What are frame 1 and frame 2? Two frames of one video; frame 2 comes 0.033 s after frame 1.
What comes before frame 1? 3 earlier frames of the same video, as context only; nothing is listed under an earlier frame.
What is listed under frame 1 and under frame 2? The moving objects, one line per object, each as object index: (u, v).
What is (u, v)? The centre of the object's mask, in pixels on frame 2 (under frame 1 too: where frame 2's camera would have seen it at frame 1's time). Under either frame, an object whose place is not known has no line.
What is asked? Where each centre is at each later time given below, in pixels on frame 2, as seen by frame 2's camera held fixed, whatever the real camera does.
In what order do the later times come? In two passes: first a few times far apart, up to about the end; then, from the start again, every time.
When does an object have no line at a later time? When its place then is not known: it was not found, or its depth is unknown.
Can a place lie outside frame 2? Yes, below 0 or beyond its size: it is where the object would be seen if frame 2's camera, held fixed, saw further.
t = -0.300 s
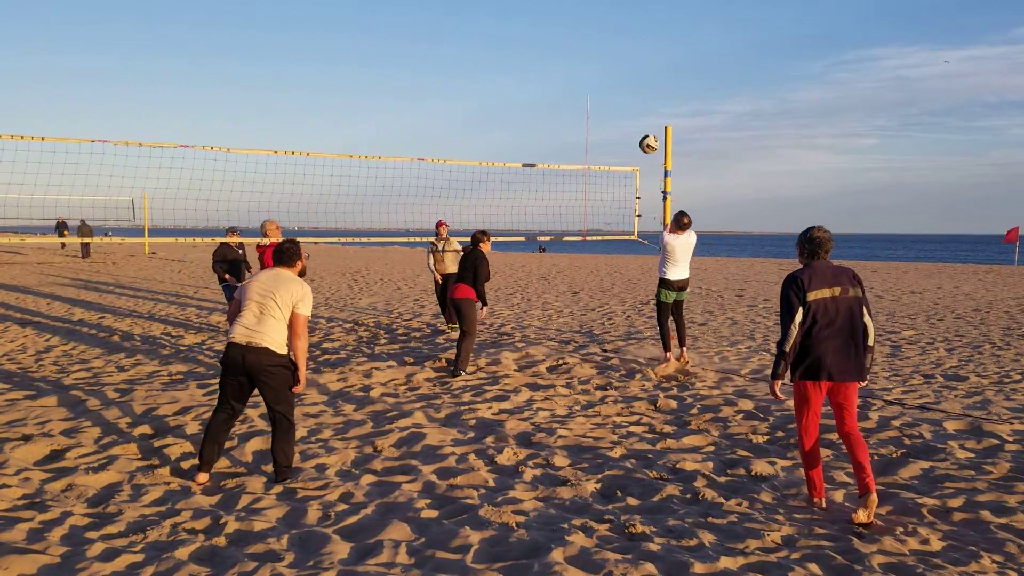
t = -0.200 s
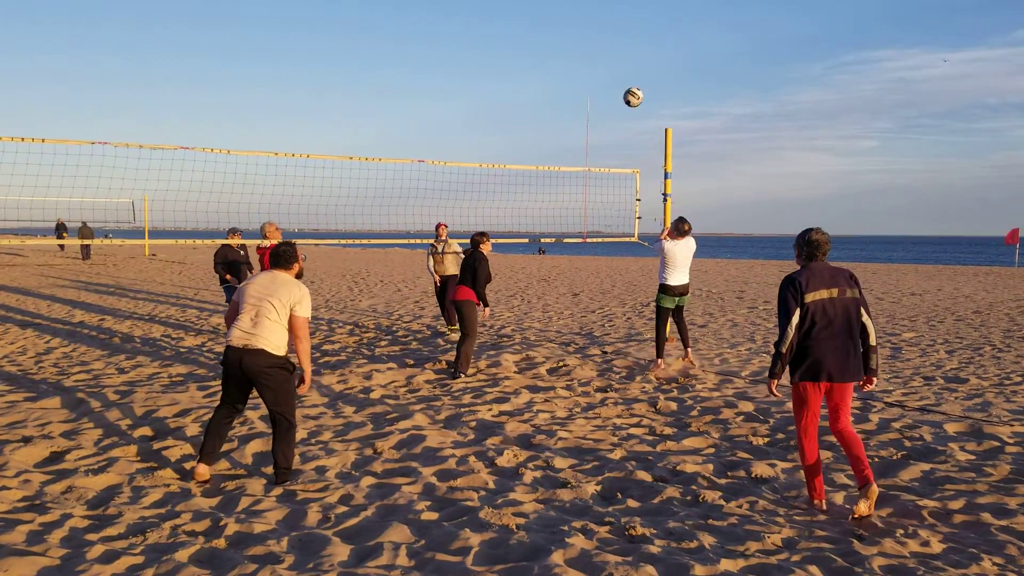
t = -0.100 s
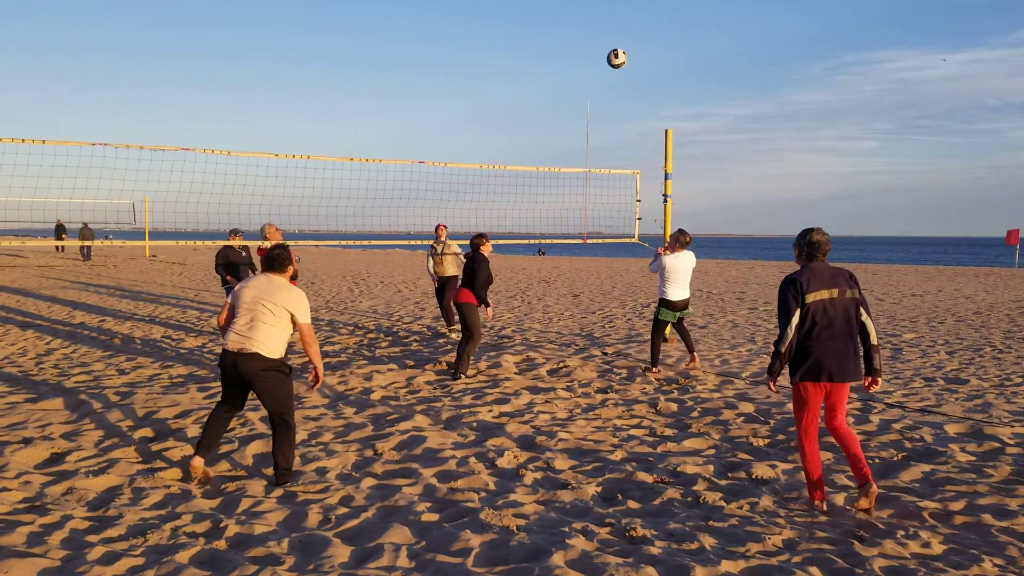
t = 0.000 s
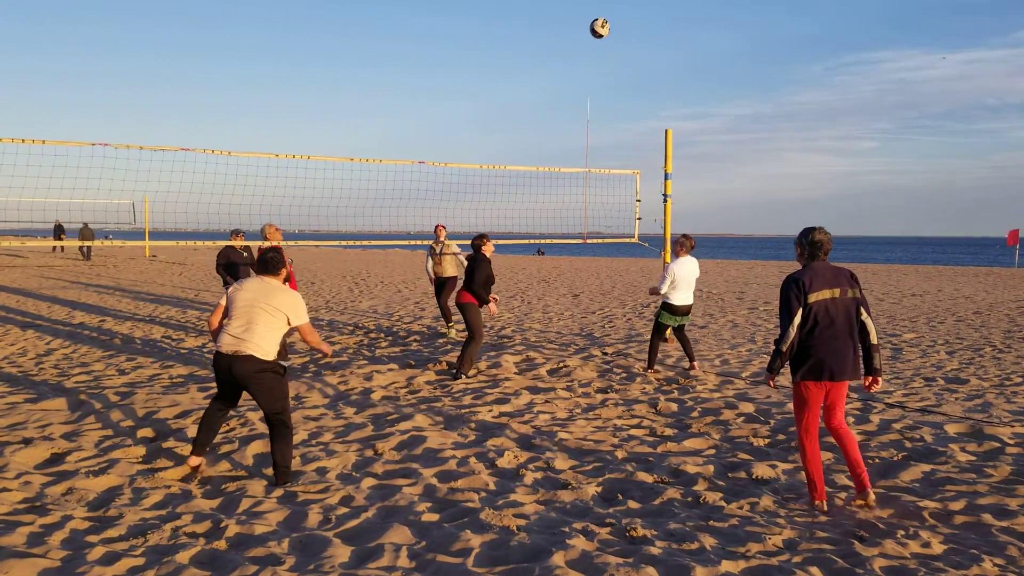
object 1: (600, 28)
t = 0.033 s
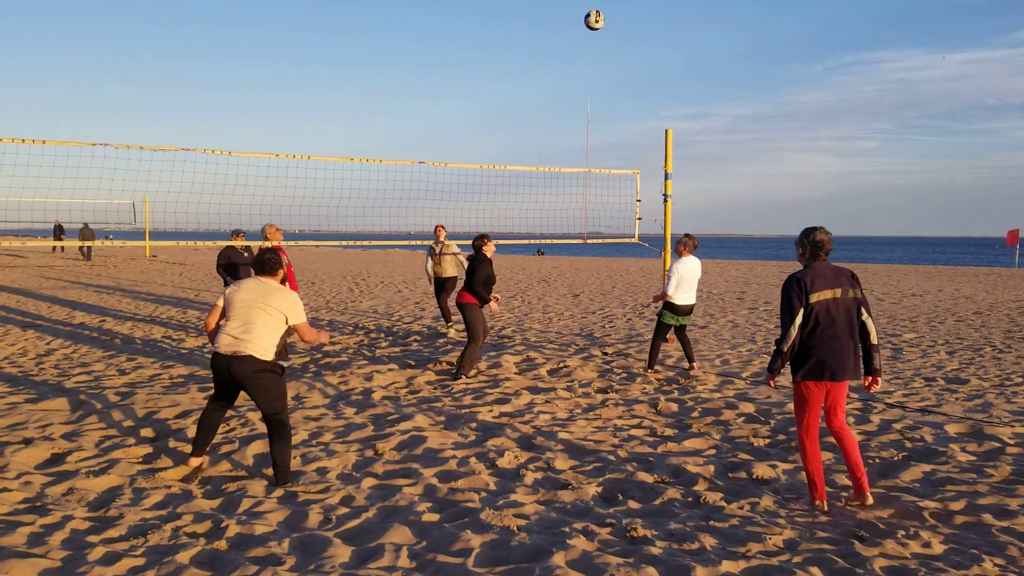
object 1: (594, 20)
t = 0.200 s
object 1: (566, 3)
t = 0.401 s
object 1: (533, 7)
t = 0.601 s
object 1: (501, 51)
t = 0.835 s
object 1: (466, 157)
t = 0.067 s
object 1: (589, 13)
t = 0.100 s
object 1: (583, 8)
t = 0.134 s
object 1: (577, 6)
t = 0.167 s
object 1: (572, 4)
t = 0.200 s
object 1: (566, 3)
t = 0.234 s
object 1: (560, 2)
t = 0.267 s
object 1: (555, 2)
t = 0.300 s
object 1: (549, 2)
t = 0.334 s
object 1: (543, 3)
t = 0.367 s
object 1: (538, 5)
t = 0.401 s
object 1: (533, 7)
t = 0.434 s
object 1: (527, 9)
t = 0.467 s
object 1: (522, 14)
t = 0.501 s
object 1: (517, 22)
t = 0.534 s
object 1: (511, 31)
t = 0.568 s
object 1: (506, 40)
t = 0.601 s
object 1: (501, 51)
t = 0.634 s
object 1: (496, 63)
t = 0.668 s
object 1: (490, 76)
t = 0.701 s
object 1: (485, 90)
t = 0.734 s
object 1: (480, 105)
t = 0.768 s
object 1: (475, 122)
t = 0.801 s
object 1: (470, 139)
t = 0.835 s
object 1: (466, 157)
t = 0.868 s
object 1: (461, 177)
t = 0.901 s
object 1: (457, 198)
